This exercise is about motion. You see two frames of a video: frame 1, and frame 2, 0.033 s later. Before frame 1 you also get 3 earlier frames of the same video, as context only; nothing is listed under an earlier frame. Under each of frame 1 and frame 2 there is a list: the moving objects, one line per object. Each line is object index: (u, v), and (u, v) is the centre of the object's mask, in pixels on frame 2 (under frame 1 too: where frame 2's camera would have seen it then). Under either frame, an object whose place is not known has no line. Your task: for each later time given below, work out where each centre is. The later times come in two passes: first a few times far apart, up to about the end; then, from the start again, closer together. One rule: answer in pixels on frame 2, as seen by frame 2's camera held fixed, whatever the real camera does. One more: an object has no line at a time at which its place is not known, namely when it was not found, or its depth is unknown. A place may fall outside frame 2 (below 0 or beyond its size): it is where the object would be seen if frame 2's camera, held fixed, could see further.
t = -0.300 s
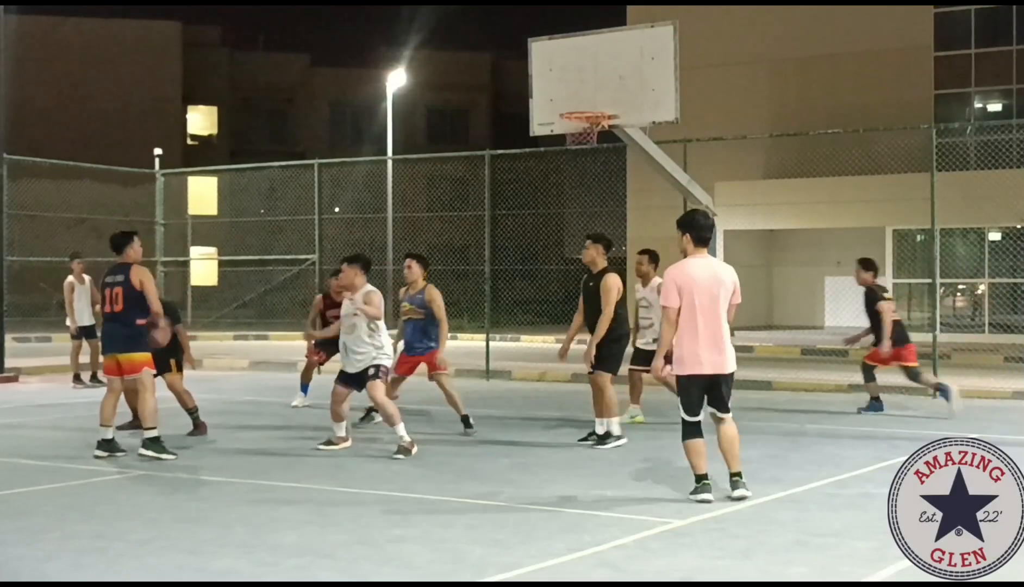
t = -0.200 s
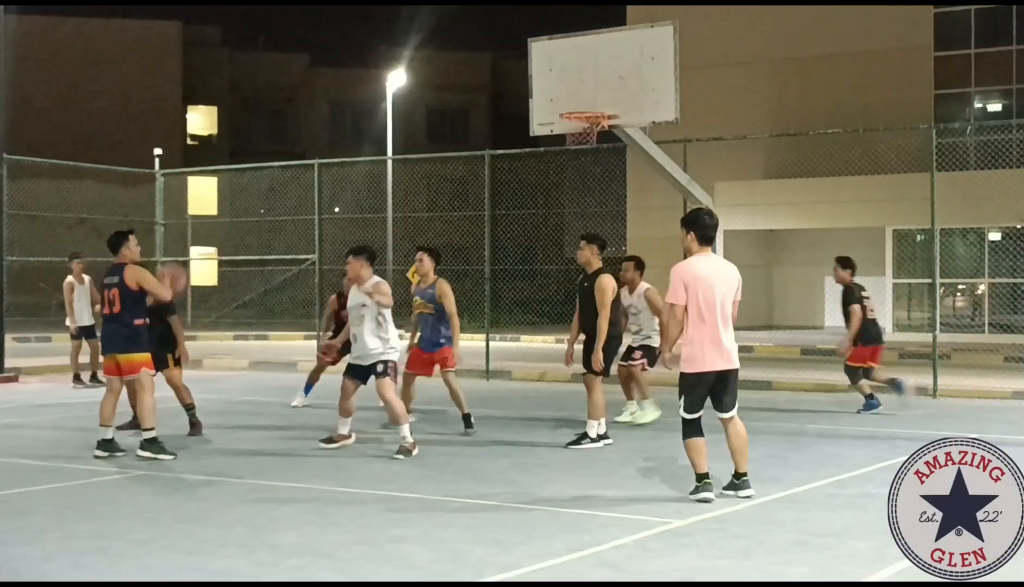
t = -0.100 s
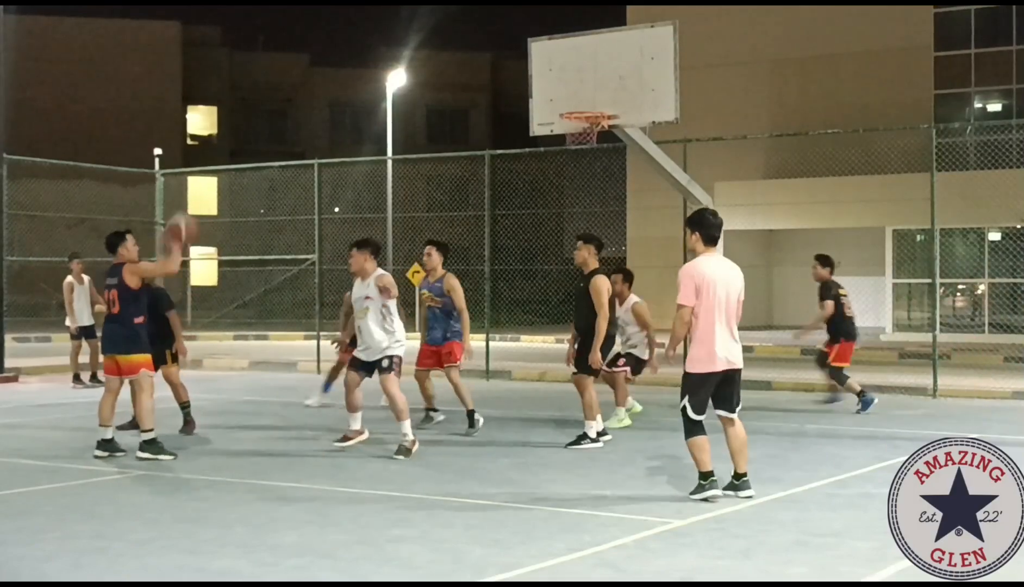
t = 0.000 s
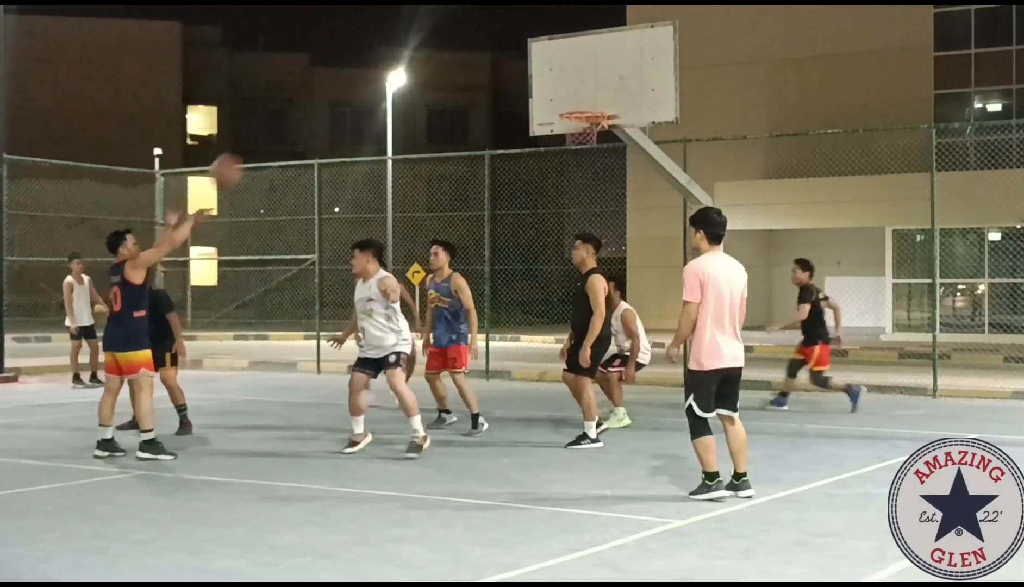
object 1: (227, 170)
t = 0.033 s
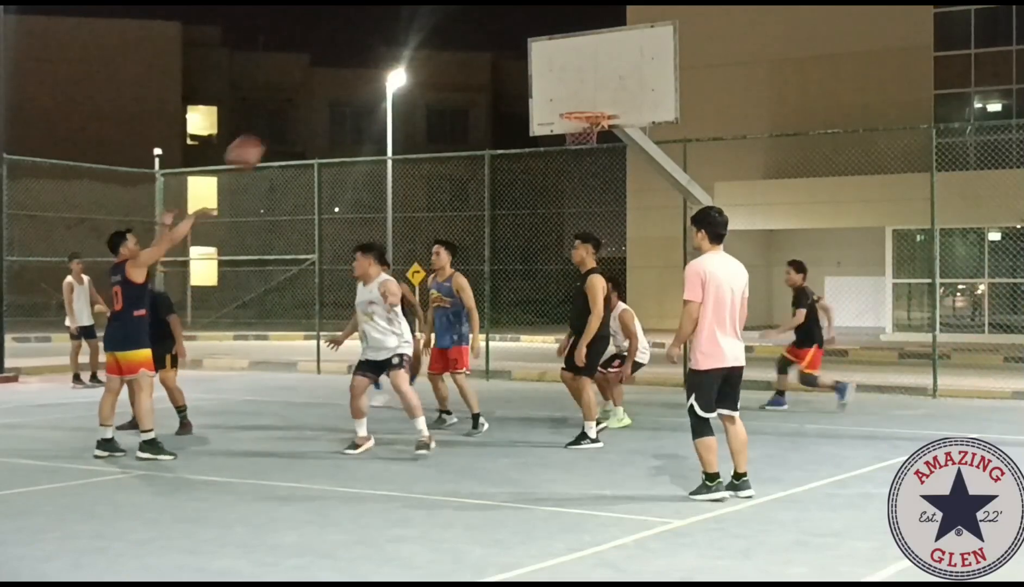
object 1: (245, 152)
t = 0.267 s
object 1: (380, 59)
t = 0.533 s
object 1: (552, 38)
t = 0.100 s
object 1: (283, 122)
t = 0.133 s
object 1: (302, 107)
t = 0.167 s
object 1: (322, 93)
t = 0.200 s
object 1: (342, 81)
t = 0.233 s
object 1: (361, 70)
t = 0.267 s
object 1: (380, 59)
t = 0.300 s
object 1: (401, 52)
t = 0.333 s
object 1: (421, 47)
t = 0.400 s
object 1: (464, 38)
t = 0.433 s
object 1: (486, 36)
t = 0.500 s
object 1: (529, 36)
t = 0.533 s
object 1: (552, 38)
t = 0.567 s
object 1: (575, 43)
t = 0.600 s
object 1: (598, 50)
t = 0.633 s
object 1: (621, 58)
